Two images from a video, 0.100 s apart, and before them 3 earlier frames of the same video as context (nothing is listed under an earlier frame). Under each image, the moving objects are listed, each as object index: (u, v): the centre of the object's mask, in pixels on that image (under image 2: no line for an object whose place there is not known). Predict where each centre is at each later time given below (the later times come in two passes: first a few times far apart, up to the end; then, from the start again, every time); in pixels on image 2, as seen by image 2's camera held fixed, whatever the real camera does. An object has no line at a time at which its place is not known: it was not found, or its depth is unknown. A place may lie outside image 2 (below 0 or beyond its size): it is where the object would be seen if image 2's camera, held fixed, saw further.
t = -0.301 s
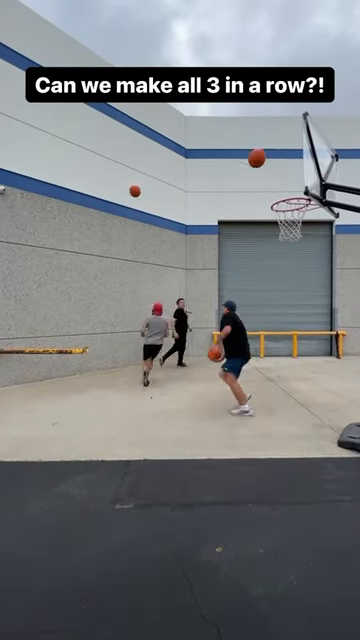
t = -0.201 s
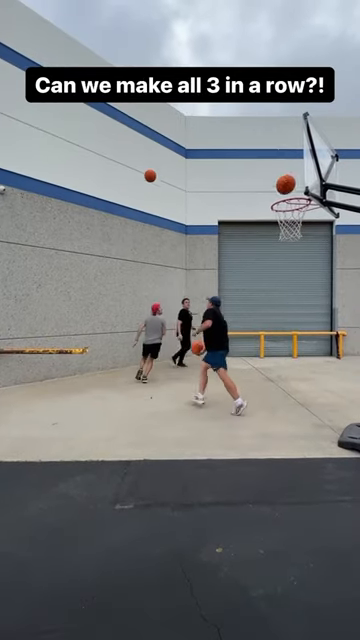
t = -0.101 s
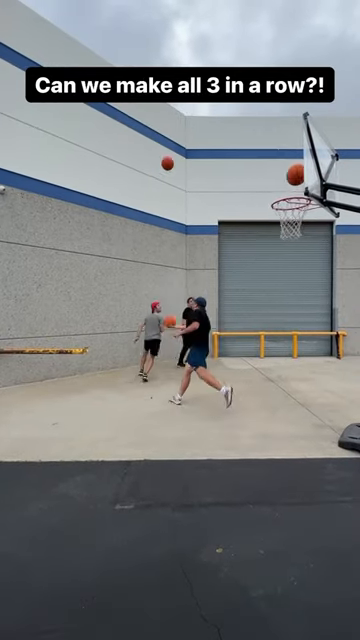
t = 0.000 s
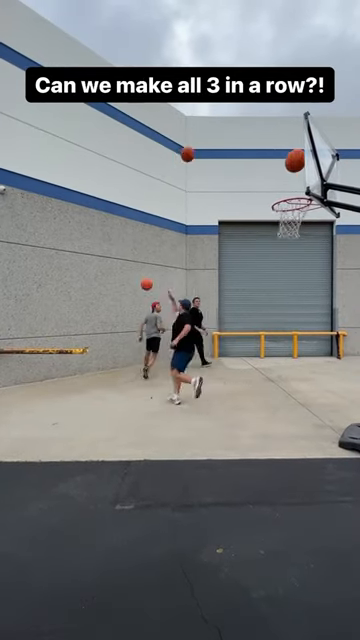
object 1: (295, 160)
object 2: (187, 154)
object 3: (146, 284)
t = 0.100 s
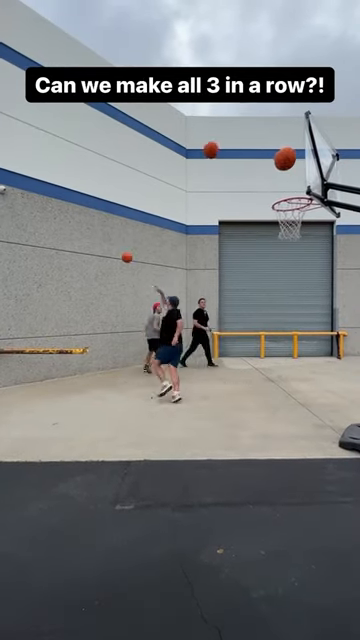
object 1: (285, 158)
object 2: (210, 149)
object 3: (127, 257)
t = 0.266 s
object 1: (266, 176)
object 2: (259, 155)
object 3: (111, 228)
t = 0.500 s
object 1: (240, 242)
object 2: (280, 215)
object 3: (147, 187)
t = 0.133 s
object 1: (281, 160)
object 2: (219, 149)
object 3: (121, 250)
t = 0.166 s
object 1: (277, 162)
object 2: (228, 149)
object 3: (115, 244)
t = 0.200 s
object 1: (274, 166)
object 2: (238, 150)
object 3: (110, 239)
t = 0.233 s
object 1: (270, 170)
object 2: (247, 152)
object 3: (106, 234)
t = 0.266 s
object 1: (266, 176)
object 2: (259, 155)
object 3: (111, 228)
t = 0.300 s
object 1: (263, 182)
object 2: (270, 158)
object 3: (116, 220)
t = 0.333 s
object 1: (259, 189)
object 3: (120, 214)
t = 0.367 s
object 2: (296, 169)
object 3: (125, 208)
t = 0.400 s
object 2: (301, 178)
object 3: (130, 202)
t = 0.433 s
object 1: (248, 218)
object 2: (296, 191)
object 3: (136, 197)
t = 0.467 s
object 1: (244, 229)
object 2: (288, 203)
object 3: (141, 192)
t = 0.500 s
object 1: (240, 242)
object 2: (280, 215)
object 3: (147, 187)
